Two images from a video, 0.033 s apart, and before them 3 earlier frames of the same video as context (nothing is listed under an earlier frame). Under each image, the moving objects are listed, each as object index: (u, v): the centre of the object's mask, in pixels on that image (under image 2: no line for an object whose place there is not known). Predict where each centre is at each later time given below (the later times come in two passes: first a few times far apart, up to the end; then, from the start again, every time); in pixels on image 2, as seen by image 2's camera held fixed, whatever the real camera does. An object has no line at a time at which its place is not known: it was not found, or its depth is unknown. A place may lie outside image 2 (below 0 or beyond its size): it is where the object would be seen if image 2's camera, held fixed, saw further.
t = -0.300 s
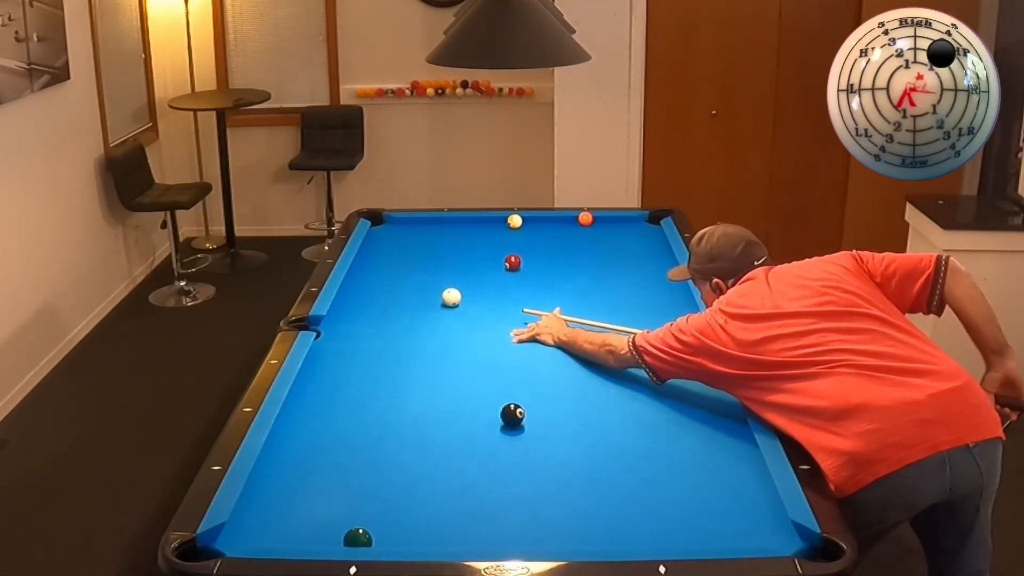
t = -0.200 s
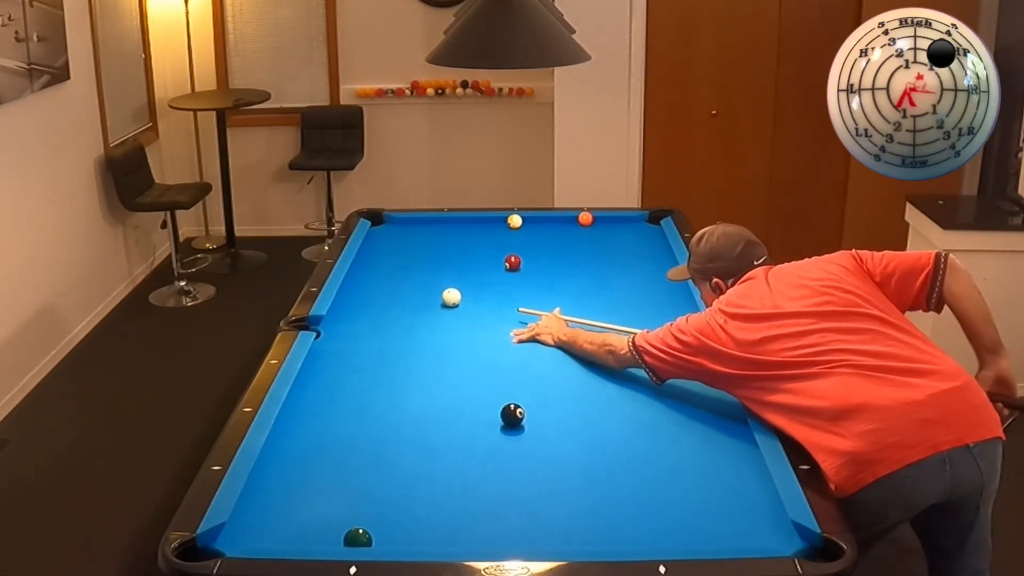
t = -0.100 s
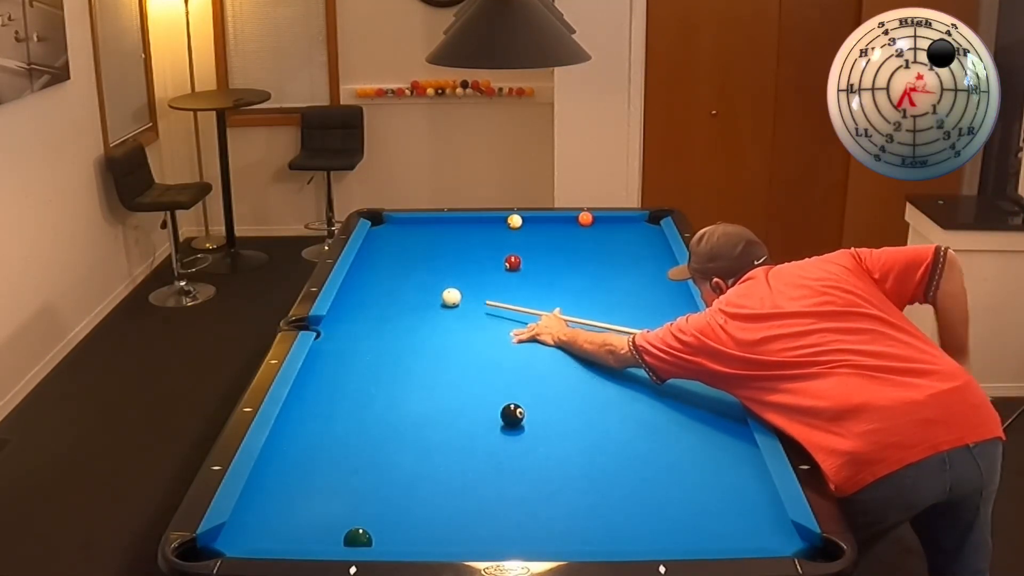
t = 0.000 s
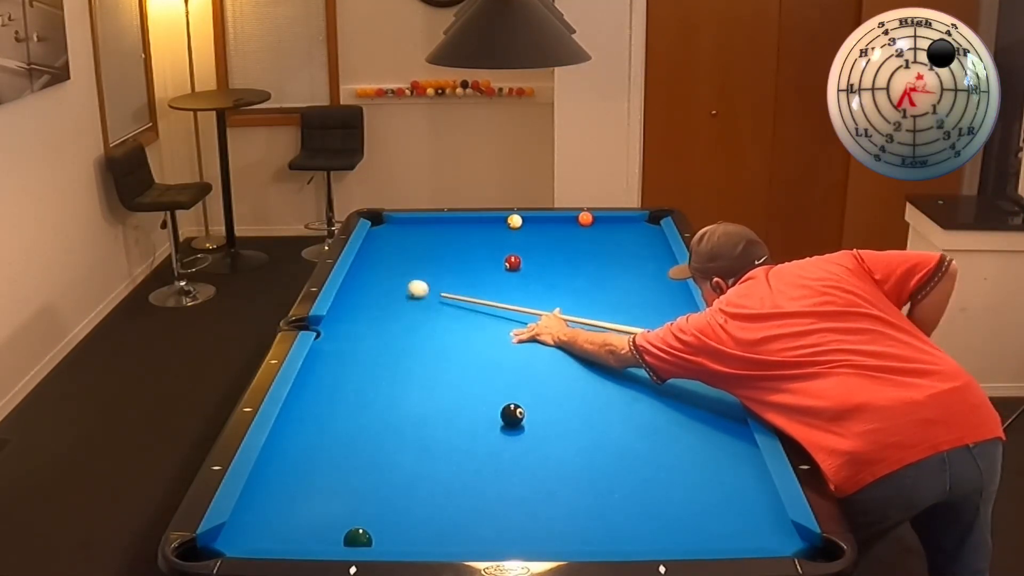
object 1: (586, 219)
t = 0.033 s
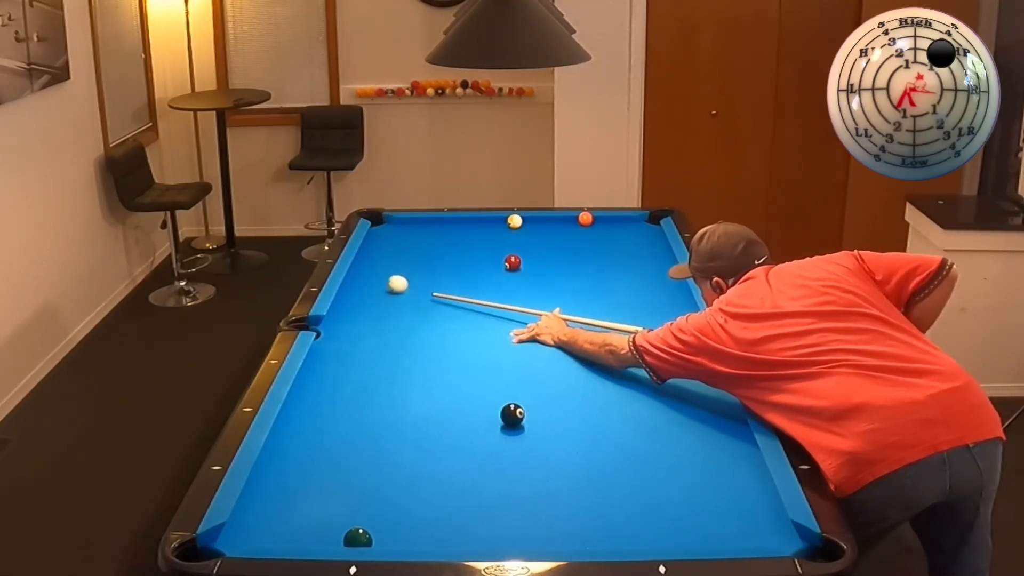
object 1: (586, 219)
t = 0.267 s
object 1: (586, 219)
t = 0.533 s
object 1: (586, 219)
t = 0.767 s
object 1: (586, 219)
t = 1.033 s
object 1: (624, 219)
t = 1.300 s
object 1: (655, 219)
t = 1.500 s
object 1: (655, 221)
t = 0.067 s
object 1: (586, 219)
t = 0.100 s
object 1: (586, 219)
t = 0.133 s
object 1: (586, 219)
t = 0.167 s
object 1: (586, 219)
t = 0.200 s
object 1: (586, 219)
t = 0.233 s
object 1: (586, 219)
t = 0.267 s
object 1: (586, 219)
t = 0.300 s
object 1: (586, 219)
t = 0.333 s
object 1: (586, 219)
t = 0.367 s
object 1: (586, 219)
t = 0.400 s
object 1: (586, 219)
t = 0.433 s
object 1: (586, 219)
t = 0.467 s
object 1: (586, 219)
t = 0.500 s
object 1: (586, 219)
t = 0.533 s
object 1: (586, 219)
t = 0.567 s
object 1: (585, 219)
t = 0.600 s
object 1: (586, 219)
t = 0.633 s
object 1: (586, 219)
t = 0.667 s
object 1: (586, 219)
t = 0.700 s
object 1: (586, 219)
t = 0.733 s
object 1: (586, 219)
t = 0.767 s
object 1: (586, 219)
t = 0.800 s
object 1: (586, 219)
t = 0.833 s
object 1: (590, 219)
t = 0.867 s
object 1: (597, 219)
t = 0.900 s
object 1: (604, 219)
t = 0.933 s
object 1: (609, 219)
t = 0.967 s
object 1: (614, 219)
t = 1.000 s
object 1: (619, 219)
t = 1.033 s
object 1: (624, 219)
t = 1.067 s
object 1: (629, 219)
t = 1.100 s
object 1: (634, 220)
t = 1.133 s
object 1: (639, 220)
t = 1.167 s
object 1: (644, 220)
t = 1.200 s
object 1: (648, 220)
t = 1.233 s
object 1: (653, 220)
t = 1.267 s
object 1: (656, 220)
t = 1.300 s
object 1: (655, 219)
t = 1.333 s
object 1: (655, 218)
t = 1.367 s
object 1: (654, 218)
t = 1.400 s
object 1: (654, 218)
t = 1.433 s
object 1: (654, 218)
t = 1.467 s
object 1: (654, 219)
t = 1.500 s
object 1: (655, 221)
